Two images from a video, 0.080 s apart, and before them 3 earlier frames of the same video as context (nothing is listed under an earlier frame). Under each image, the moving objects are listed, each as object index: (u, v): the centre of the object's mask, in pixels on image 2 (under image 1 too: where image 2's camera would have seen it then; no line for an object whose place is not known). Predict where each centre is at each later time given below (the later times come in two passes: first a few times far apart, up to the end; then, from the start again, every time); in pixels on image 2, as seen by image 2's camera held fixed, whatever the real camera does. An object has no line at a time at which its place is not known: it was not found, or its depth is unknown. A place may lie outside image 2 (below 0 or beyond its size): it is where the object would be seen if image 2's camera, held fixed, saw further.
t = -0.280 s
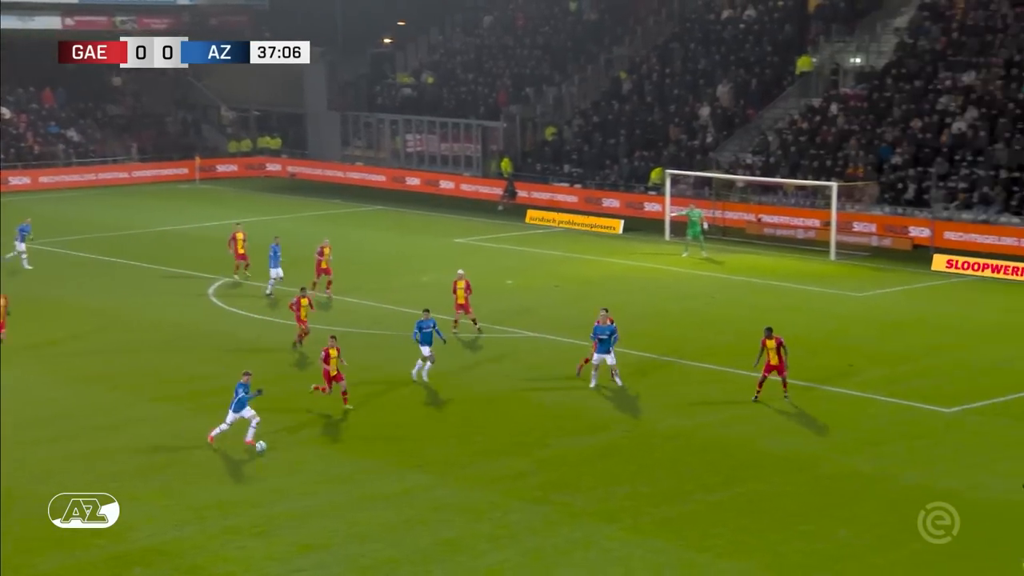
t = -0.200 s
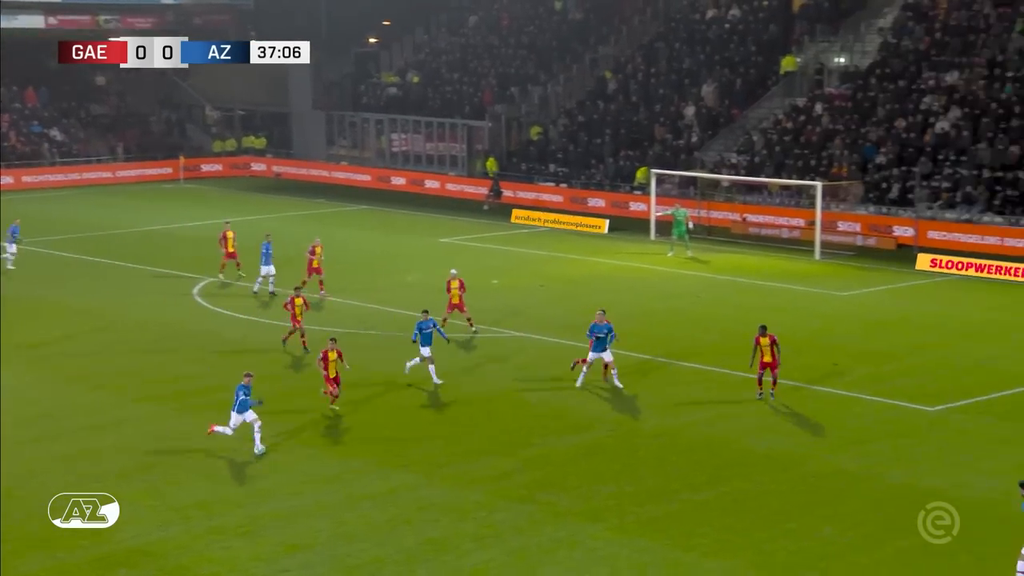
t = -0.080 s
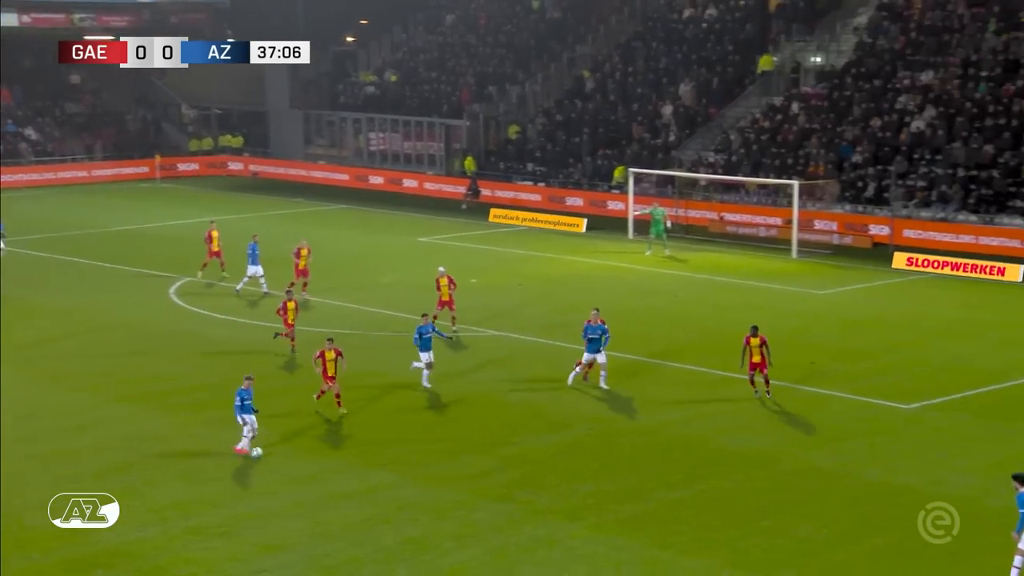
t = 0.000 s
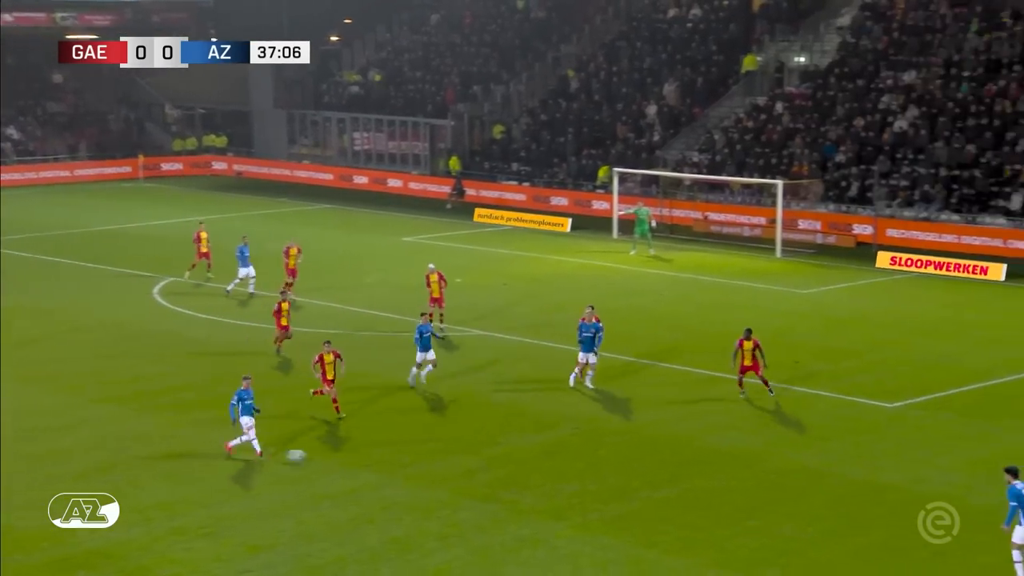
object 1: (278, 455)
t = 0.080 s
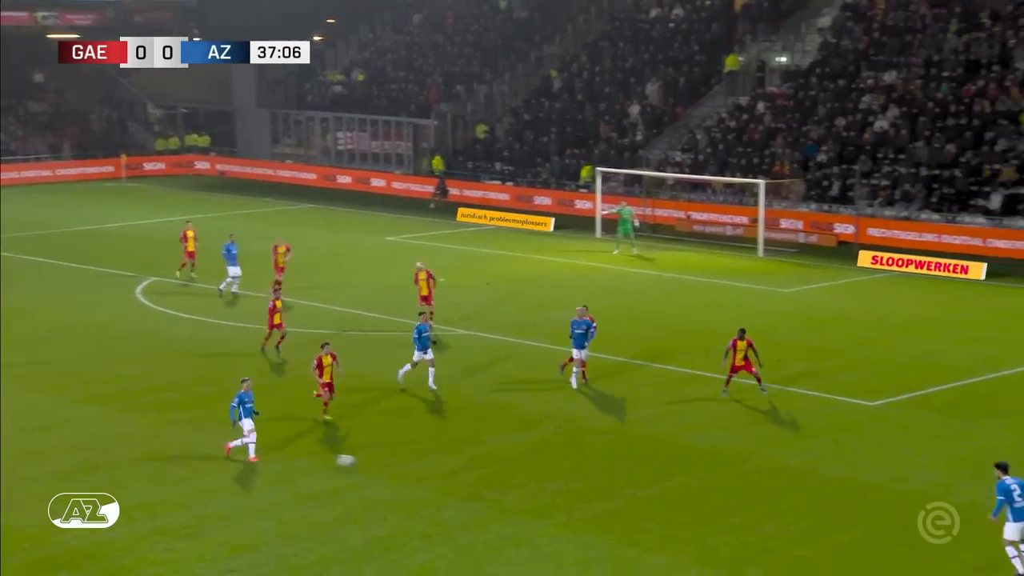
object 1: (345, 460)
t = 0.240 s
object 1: (475, 473)
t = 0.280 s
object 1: (506, 475)
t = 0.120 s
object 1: (378, 465)
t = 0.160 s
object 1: (411, 469)
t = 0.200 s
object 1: (443, 471)
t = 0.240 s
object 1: (475, 473)
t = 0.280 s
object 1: (506, 475)
